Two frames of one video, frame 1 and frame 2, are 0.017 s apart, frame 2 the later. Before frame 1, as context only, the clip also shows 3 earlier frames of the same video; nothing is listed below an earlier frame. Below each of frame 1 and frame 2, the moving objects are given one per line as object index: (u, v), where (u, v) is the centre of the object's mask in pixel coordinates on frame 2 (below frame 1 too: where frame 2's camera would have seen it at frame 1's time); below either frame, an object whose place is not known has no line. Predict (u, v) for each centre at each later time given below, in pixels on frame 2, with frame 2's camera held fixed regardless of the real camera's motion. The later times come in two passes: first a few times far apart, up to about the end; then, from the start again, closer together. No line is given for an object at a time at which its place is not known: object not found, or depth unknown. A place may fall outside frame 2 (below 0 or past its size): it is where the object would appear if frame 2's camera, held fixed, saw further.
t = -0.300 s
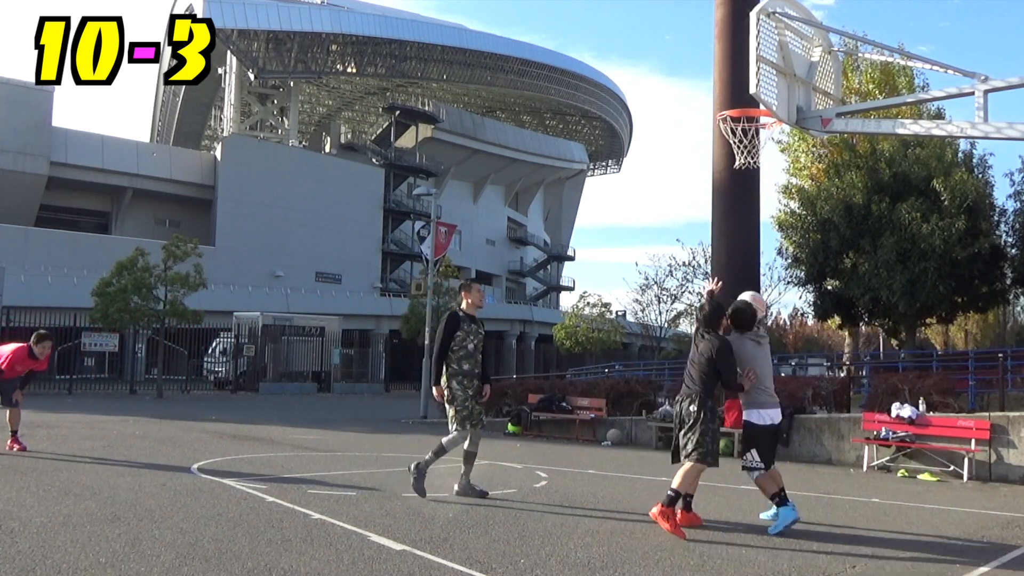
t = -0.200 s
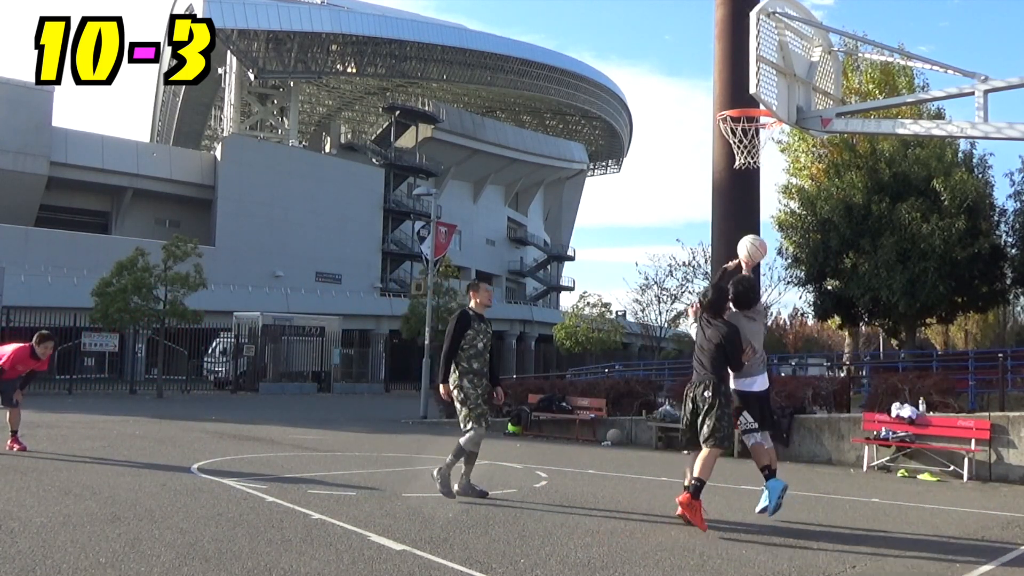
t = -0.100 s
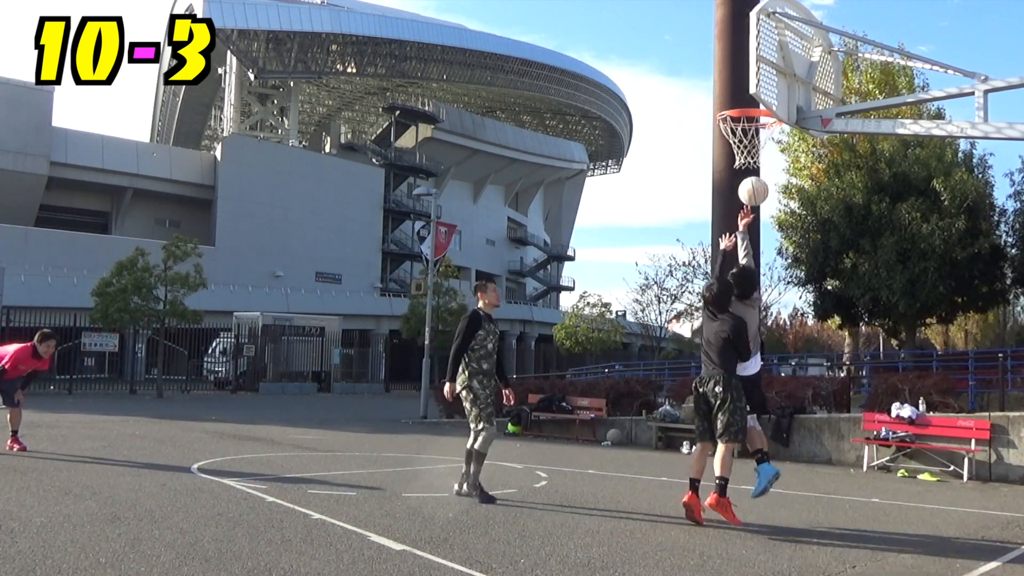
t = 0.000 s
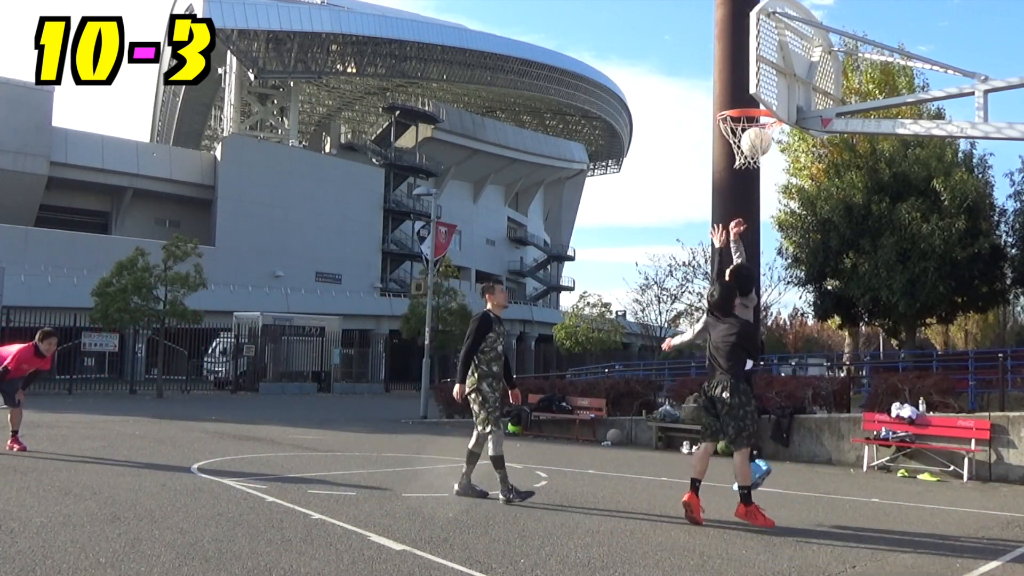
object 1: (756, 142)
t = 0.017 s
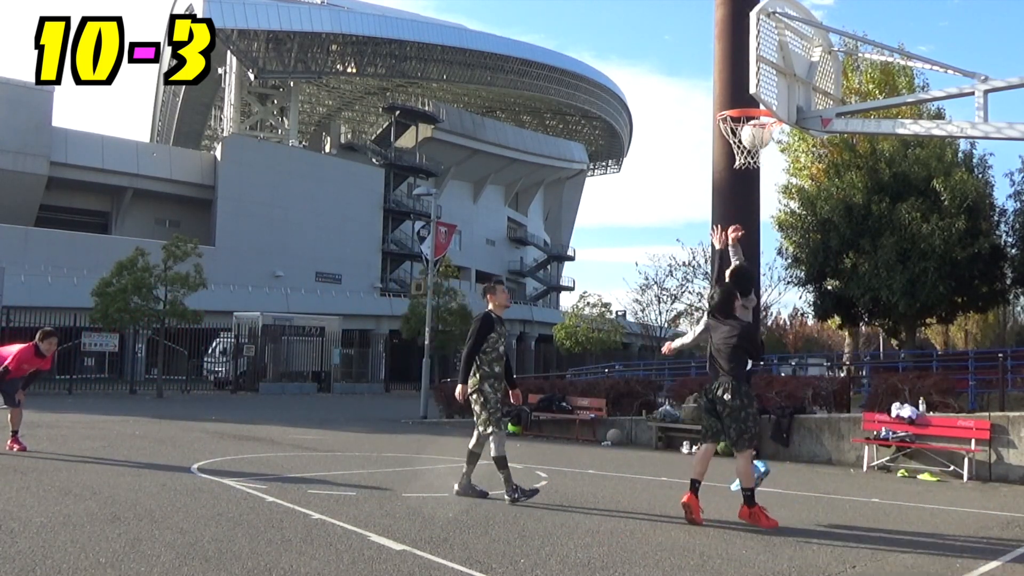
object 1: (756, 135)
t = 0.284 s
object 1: (750, 59)
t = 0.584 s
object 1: (727, 89)
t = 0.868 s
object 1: (673, 238)
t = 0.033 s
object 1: (756, 129)
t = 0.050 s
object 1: (754, 124)
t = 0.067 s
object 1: (755, 116)
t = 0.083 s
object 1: (753, 109)
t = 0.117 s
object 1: (750, 100)
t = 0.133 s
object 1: (750, 96)
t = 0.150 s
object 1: (749, 90)
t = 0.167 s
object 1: (747, 82)
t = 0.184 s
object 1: (747, 78)
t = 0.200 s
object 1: (747, 74)
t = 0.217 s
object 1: (748, 71)
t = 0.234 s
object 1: (748, 67)
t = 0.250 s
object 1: (749, 65)
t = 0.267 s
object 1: (749, 62)
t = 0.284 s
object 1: (750, 59)
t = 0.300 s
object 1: (750, 57)
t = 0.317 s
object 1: (750, 55)
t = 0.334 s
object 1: (750, 54)
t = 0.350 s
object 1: (750, 53)
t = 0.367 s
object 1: (750, 52)
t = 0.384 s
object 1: (750, 52)
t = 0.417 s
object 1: (747, 54)
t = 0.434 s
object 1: (745, 56)
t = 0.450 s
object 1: (743, 58)
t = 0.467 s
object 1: (741, 60)
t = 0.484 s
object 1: (740, 64)
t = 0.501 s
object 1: (738, 67)
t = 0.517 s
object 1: (737, 70)
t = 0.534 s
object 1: (735, 74)
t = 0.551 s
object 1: (732, 79)
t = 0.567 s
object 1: (730, 84)
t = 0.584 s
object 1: (727, 89)
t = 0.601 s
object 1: (724, 94)
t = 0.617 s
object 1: (721, 100)
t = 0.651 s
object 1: (716, 113)
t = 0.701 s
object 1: (706, 136)
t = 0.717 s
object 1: (702, 145)
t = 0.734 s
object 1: (699, 154)
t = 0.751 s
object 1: (696, 163)
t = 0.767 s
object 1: (693, 172)
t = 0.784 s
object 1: (690, 182)
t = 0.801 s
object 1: (686, 192)
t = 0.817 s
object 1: (682, 203)
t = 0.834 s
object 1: (679, 214)
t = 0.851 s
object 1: (675, 226)
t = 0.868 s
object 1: (673, 238)
